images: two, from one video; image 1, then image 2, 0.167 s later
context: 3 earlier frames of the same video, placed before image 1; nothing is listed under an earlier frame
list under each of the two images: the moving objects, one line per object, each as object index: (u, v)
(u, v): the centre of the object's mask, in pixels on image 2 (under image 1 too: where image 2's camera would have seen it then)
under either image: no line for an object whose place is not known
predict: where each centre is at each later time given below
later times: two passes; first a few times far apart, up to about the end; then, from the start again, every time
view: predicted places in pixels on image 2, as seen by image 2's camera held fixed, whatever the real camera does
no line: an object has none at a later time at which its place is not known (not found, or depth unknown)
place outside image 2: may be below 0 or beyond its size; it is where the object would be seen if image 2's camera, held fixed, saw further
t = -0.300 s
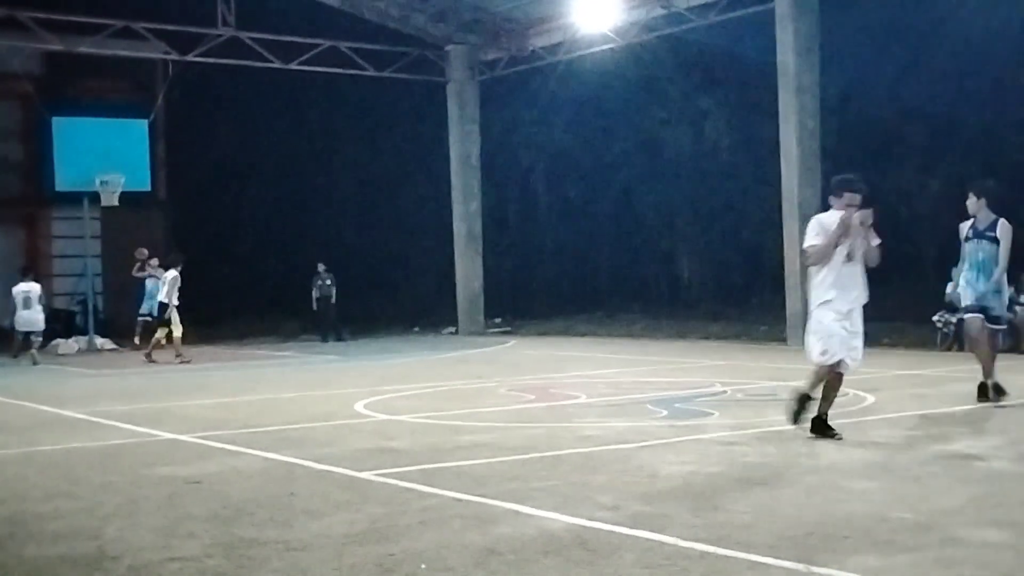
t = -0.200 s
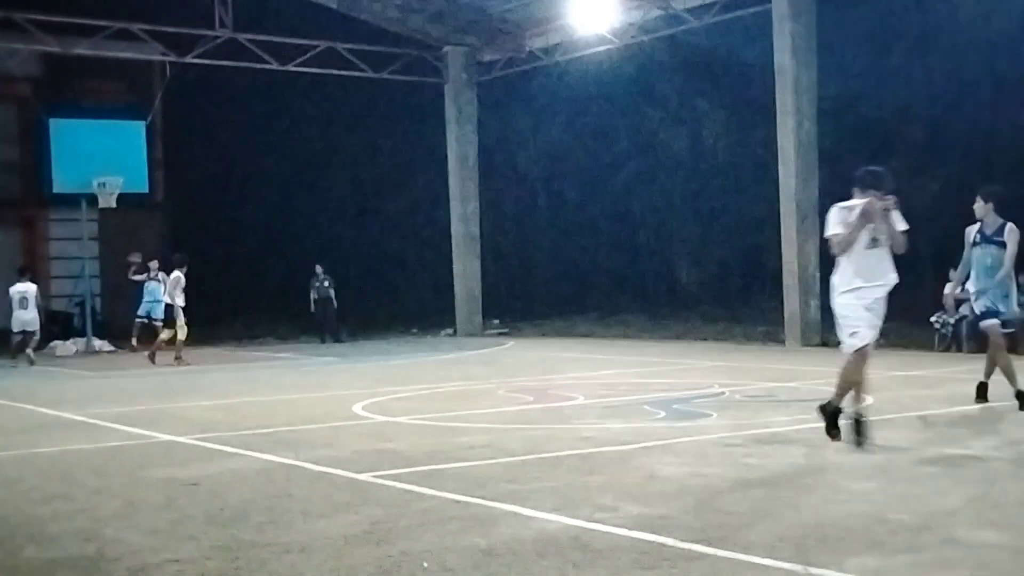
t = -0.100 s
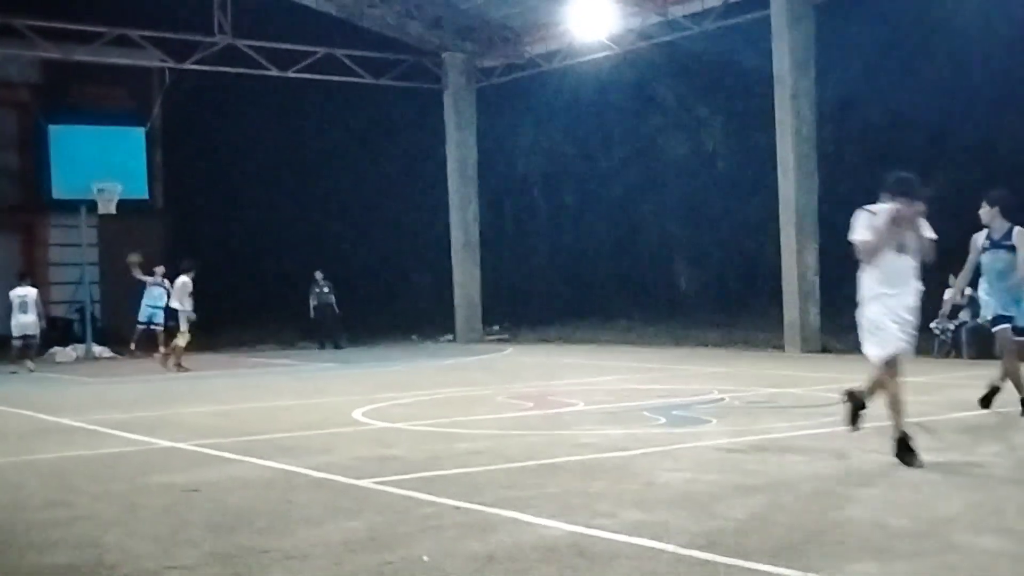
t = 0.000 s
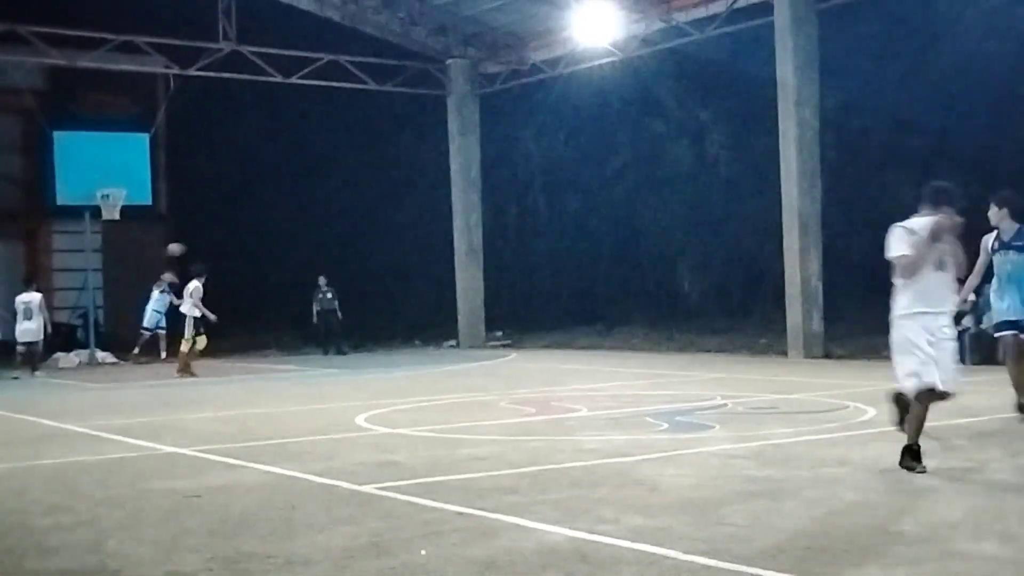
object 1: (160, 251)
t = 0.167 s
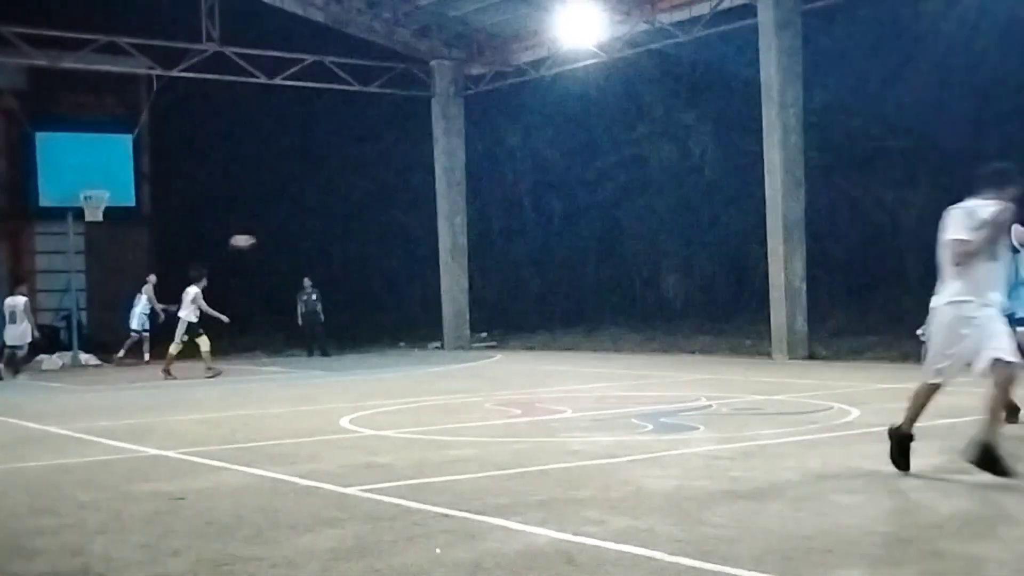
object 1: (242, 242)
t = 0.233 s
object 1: (279, 242)
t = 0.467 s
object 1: (418, 261)
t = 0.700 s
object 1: (582, 317)
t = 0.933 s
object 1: (737, 335)
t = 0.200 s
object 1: (260, 242)
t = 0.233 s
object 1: (279, 242)
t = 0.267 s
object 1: (297, 243)
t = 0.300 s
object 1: (316, 244)
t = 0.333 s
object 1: (335, 246)
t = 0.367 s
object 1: (354, 248)
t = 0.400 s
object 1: (375, 252)
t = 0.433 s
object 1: (396, 256)
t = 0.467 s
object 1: (418, 261)
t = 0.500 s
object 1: (438, 266)
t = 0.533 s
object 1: (463, 271)
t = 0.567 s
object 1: (484, 279)
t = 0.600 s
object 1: (507, 287)
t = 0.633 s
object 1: (531, 296)
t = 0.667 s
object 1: (558, 308)
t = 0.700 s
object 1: (582, 317)
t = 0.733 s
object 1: (610, 330)
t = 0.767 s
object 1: (637, 342)
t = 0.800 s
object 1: (663, 355)
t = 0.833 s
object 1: (693, 372)
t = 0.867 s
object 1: (709, 359)
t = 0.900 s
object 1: (723, 345)
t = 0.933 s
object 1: (737, 335)
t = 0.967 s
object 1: (751, 325)
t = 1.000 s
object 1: (762, 316)
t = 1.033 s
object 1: (779, 304)
